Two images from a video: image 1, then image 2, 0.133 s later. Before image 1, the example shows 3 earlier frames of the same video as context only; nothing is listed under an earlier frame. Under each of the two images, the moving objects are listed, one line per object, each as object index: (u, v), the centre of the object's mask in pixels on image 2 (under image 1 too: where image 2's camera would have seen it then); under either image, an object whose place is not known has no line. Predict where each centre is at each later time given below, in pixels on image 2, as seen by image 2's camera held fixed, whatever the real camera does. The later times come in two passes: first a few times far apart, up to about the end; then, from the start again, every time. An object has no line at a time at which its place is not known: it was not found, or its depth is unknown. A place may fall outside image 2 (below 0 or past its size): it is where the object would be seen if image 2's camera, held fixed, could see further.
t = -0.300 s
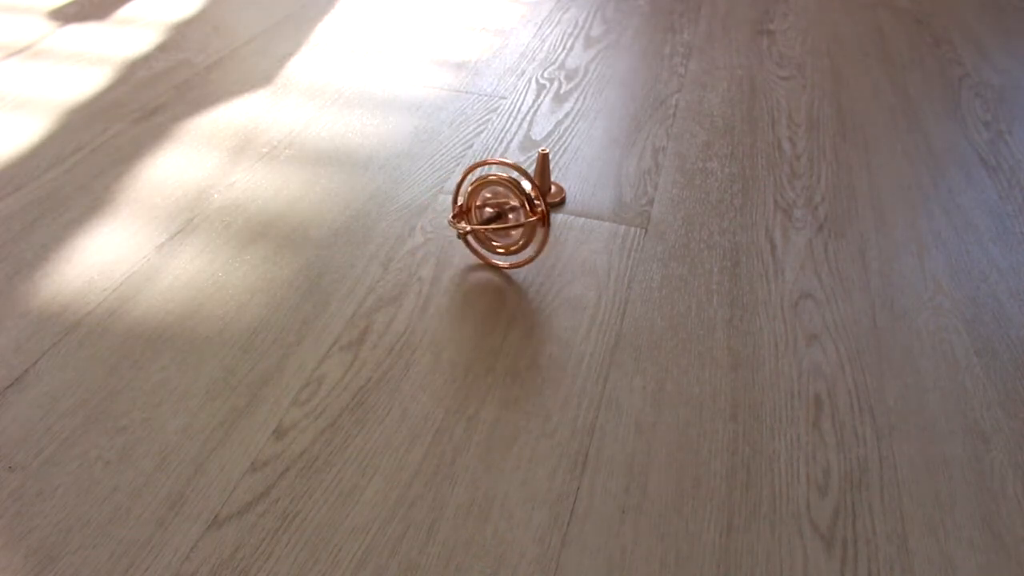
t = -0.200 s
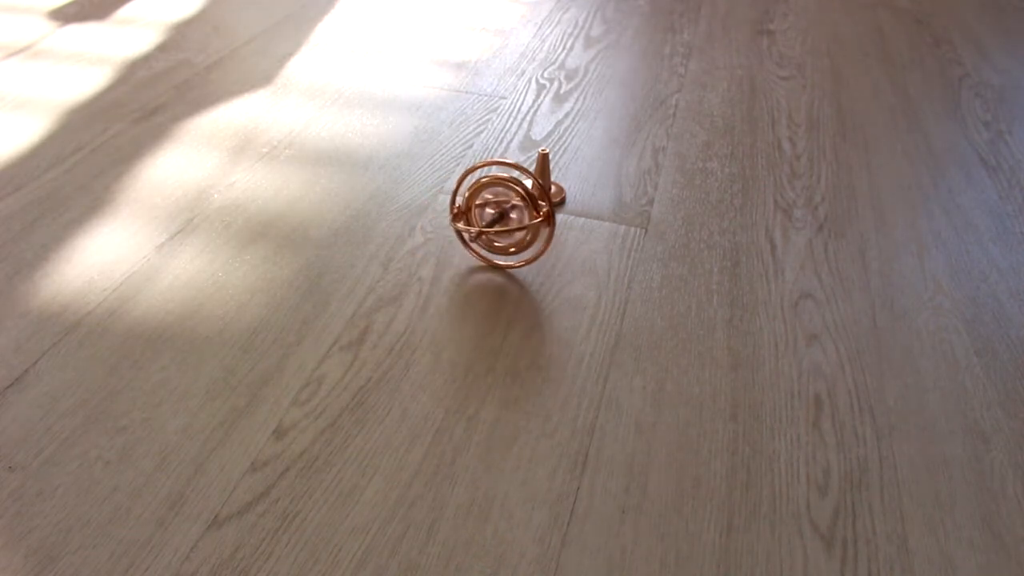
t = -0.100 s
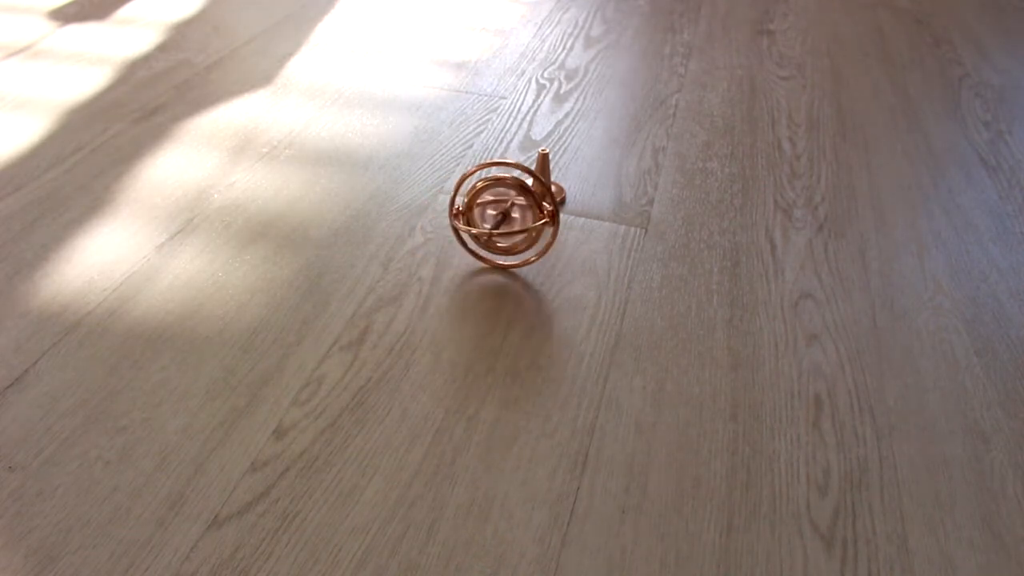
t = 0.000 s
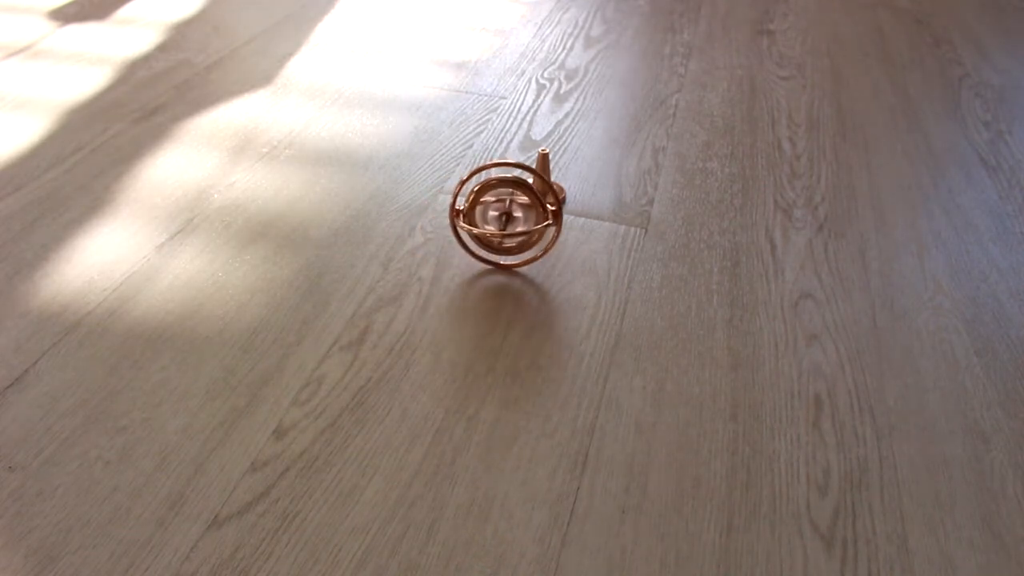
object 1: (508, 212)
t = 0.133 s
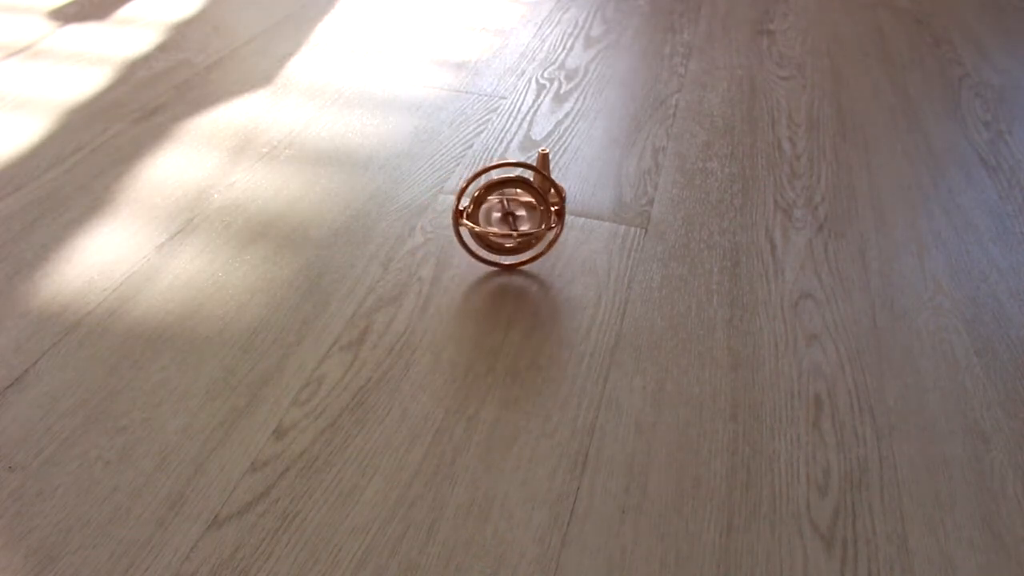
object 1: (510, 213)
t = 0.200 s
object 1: (511, 213)
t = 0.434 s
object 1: (518, 212)
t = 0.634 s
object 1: (523, 211)
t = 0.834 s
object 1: (526, 211)
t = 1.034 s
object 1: (529, 206)
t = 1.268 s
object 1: (529, 206)
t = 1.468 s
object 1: (532, 208)
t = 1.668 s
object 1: (540, 212)
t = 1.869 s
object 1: (555, 216)
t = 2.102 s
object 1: (580, 217)
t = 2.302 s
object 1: (600, 213)
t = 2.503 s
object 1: (615, 205)
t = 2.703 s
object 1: (618, 196)
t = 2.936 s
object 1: (617, 191)
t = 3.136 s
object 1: (615, 190)
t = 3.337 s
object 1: (613, 188)
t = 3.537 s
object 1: (611, 188)
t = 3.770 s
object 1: (613, 188)
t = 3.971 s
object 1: (620, 188)
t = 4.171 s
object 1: (631, 185)
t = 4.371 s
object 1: (642, 179)
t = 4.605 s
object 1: (649, 167)
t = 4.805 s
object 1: (649, 159)
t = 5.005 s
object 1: (647, 156)
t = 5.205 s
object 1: (651, 158)
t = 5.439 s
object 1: (673, 165)
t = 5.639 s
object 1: (702, 170)
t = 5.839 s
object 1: (733, 166)
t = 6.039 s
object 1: (750, 153)
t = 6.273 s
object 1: (745, 136)
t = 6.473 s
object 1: (733, 126)
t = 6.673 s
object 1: (718, 120)
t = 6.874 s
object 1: (708, 118)
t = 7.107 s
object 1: (706, 118)
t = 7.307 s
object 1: (710, 118)
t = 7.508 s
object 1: (715, 116)
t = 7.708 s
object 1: (720, 112)
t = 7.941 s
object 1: (721, 107)
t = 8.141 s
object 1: (717, 101)
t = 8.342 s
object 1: (709, 97)
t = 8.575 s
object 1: (700, 91)
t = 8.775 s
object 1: (693, 89)
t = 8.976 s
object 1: (690, 89)
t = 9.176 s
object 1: (692, 90)
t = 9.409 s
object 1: (695, 89)
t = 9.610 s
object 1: (697, 86)
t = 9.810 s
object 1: (695, 84)
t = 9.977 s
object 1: (693, 82)
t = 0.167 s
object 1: (510, 213)
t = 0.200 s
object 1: (511, 213)
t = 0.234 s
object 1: (512, 213)
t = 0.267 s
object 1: (513, 213)
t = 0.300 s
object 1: (513, 213)
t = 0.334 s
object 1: (514, 213)
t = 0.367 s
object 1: (515, 213)
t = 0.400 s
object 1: (517, 212)
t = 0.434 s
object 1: (518, 212)
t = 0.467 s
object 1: (519, 212)
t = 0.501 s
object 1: (520, 212)
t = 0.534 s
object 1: (521, 212)
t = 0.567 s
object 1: (522, 211)
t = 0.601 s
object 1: (523, 211)
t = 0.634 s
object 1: (523, 211)
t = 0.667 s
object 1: (525, 210)
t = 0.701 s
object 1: (524, 211)
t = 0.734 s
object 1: (527, 208)
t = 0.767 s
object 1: (528, 208)
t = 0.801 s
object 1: (529, 207)
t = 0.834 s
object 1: (526, 211)
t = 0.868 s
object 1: (527, 210)
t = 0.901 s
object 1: (528, 209)
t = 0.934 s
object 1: (528, 209)
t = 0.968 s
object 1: (529, 207)
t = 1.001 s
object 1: (529, 206)
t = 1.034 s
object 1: (529, 206)
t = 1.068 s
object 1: (529, 205)
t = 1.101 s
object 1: (529, 205)
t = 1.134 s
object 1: (528, 205)
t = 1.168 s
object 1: (529, 205)
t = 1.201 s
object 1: (529, 205)
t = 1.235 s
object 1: (529, 205)
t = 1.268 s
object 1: (529, 206)
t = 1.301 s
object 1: (529, 206)
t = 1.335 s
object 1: (530, 207)
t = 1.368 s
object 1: (530, 207)
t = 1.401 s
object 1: (531, 207)
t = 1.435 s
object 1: (531, 208)
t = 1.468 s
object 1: (532, 208)
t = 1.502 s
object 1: (533, 209)
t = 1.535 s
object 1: (534, 210)
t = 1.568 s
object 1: (535, 210)
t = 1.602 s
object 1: (536, 211)
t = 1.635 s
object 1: (538, 212)
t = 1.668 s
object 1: (540, 212)
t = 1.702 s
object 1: (542, 213)
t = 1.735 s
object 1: (545, 214)
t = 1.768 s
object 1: (547, 214)
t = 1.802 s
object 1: (550, 215)
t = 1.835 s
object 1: (552, 215)
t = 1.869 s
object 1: (555, 216)
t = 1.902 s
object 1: (558, 216)
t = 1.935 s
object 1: (561, 216)
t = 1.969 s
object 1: (565, 217)
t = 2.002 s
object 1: (568, 217)
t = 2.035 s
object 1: (572, 217)
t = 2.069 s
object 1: (576, 217)
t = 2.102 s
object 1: (580, 217)
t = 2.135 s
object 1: (584, 217)
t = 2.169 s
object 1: (587, 216)
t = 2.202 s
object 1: (590, 216)
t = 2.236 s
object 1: (594, 215)
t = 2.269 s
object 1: (597, 214)
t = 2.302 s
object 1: (600, 213)
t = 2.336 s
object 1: (603, 212)
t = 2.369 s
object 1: (606, 210)
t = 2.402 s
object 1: (608, 209)
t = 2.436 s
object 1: (610, 207)
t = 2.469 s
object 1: (613, 206)
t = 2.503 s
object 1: (615, 205)
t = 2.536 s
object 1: (616, 203)
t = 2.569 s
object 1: (616, 202)
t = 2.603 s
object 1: (617, 201)
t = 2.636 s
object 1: (618, 199)
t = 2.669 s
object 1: (618, 197)
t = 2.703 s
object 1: (618, 196)
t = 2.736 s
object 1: (618, 195)
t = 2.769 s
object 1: (618, 194)
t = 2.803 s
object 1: (618, 194)
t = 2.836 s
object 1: (617, 193)
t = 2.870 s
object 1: (617, 192)
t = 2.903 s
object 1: (617, 192)
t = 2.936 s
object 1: (617, 191)
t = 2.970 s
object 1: (617, 191)
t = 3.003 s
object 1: (617, 191)
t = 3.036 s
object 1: (617, 191)
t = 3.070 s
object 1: (617, 191)
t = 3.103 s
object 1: (616, 191)
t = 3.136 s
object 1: (615, 190)
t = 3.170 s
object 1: (615, 190)
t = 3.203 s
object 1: (615, 190)
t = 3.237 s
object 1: (614, 189)
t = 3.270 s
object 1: (614, 189)
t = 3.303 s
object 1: (613, 189)
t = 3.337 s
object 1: (613, 188)
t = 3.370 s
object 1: (613, 188)
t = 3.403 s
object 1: (613, 188)
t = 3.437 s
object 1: (612, 188)
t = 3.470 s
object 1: (612, 188)
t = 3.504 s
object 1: (611, 188)
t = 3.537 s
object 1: (611, 188)
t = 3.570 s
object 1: (611, 188)
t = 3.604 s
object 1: (611, 188)
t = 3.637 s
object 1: (611, 188)
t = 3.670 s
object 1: (611, 188)
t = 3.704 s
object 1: (612, 188)
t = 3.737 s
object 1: (612, 188)
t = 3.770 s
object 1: (613, 188)
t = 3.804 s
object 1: (614, 188)
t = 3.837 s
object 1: (615, 188)
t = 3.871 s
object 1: (616, 188)
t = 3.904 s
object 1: (617, 188)
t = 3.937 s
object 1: (618, 188)
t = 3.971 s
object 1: (620, 188)
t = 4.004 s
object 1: (621, 187)
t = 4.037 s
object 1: (624, 187)
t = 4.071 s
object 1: (626, 186)
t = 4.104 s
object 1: (627, 186)
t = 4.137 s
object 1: (629, 186)
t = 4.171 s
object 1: (631, 185)
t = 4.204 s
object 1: (633, 184)
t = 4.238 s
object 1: (635, 183)
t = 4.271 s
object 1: (637, 182)
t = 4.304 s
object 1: (638, 181)
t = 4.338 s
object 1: (640, 180)
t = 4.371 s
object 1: (642, 179)
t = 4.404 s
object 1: (643, 177)
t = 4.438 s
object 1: (645, 176)
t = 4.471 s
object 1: (646, 174)
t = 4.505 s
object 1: (647, 173)
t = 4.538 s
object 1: (648, 171)
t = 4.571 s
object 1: (648, 169)
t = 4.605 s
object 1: (649, 167)
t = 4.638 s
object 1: (649, 166)
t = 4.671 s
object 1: (649, 164)
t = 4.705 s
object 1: (649, 162)
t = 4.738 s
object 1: (649, 161)
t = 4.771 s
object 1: (649, 160)
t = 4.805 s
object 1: (649, 159)
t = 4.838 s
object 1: (649, 158)
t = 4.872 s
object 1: (648, 157)
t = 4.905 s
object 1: (648, 157)
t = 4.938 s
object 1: (648, 156)
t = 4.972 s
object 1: (647, 156)
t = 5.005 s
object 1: (647, 156)
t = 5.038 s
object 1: (647, 156)
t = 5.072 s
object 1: (648, 156)
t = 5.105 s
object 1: (648, 156)
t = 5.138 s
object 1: (649, 157)
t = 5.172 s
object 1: (650, 157)
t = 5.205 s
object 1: (651, 158)
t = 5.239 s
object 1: (653, 159)
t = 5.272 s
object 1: (655, 160)
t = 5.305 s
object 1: (658, 161)
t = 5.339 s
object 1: (662, 162)
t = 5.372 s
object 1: (665, 163)
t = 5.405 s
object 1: (669, 164)
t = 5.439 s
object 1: (673, 165)
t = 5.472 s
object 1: (676, 166)
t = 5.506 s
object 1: (681, 167)
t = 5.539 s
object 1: (686, 167)
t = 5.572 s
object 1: (691, 168)
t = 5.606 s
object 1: (696, 169)
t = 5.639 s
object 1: (702, 170)
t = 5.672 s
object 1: (708, 170)
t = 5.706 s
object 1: (713, 169)
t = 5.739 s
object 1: (718, 169)
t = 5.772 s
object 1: (723, 168)
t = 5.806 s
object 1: (728, 167)
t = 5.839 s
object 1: (733, 166)
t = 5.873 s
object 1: (737, 164)
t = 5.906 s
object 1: (741, 161)
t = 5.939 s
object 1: (744, 160)
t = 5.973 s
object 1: (747, 158)
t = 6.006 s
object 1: (749, 155)
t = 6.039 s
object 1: (750, 153)
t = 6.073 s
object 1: (751, 150)
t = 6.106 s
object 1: (751, 148)
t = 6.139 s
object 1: (751, 145)
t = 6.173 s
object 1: (750, 143)
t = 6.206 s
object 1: (749, 141)
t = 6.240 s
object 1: (747, 138)
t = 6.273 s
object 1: (745, 136)
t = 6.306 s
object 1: (743, 134)
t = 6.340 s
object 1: (741, 132)
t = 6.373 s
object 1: (740, 130)
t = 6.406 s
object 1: (738, 129)
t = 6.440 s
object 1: (735, 127)
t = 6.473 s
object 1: (733, 126)
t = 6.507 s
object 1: (730, 124)
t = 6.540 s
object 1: (728, 123)
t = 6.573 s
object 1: (725, 122)
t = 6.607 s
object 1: (723, 121)
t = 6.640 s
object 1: (721, 121)
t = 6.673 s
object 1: (718, 120)
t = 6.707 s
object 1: (716, 119)
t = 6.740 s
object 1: (714, 119)
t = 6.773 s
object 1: (713, 119)
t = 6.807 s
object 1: (711, 118)
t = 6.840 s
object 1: (710, 118)
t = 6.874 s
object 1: (708, 118)
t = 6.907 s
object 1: (707, 118)
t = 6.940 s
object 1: (707, 118)
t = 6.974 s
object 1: (706, 118)
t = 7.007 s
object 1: (706, 118)
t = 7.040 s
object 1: (706, 118)
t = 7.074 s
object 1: (706, 118)
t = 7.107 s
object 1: (706, 118)
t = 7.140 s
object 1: (707, 118)
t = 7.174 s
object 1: (707, 118)
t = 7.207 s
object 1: (708, 118)
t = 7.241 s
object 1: (709, 118)
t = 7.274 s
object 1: (709, 118)
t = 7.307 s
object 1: (710, 118)
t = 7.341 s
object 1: (711, 117)
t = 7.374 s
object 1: (712, 117)
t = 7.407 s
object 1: (713, 117)
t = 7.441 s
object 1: (714, 117)
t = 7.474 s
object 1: (714, 116)
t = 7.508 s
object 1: (715, 116)
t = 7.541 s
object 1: (716, 116)
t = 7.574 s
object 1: (717, 115)
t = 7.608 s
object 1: (718, 114)
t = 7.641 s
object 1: (719, 114)
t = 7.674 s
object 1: (719, 113)
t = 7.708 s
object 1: (720, 112)
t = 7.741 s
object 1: (720, 112)
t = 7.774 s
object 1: (721, 111)
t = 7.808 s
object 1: (721, 110)
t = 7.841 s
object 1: (721, 109)
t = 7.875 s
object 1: (721, 109)
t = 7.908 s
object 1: (721, 108)
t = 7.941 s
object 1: (721, 107)
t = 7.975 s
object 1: (720, 106)
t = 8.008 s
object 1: (720, 105)
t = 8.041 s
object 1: (719, 104)
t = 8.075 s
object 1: (718, 103)
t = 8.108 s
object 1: (717, 102)
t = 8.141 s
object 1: (717, 101)
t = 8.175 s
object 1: (715, 101)
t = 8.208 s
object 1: (714, 100)
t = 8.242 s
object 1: (713, 99)
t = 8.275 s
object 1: (712, 98)
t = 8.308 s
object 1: (711, 97)
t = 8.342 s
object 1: (709, 97)
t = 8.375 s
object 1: (708, 96)
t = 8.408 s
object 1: (706, 95)
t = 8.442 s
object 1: (705, 94)
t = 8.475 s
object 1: (704, 93)
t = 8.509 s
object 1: (703, 93)
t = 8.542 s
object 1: (701, 92)
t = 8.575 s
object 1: (700, 91)
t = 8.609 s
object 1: (699, 91)
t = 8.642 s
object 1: (697, 90)
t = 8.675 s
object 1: (696, 90)
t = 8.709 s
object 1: (695, 90)
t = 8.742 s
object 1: (694, 90)
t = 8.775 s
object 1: (693, 89)
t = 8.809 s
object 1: (692, 89)
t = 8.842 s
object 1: (691, 89)
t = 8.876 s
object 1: (691, 89)
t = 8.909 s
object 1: (690, 89)
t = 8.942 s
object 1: (690, 89)
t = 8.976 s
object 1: (690, 89)
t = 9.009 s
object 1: (690, 90)
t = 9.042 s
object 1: (690, 90)
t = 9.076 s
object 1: (690, 90)
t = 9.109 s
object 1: (691, 90)
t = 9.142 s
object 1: (691, 90)
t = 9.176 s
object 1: (692, 90)
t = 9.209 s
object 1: (693, 90)
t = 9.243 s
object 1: (693, 90)
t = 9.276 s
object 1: (694, 89)
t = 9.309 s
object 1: (694, 89)
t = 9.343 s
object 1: (695, 89)
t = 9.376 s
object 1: (695, 89)
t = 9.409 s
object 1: (695, 89)
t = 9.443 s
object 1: (696, 88)
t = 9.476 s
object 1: (696, 88)
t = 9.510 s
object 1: (696, 87)
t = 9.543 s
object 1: (696, 87)
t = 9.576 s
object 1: (696, 86)
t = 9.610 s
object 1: (697, 86)
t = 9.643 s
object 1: (696, 85)
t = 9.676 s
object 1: (696, 85)
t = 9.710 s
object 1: (696, 84)
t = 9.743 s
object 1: (696, 84)
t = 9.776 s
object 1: (696, 84)
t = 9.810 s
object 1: (695, 84)
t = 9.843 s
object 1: (695, 83)
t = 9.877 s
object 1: (695, 83)
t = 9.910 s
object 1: (694, 82)
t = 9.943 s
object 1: (694, 82)
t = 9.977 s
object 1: (693, 82)
